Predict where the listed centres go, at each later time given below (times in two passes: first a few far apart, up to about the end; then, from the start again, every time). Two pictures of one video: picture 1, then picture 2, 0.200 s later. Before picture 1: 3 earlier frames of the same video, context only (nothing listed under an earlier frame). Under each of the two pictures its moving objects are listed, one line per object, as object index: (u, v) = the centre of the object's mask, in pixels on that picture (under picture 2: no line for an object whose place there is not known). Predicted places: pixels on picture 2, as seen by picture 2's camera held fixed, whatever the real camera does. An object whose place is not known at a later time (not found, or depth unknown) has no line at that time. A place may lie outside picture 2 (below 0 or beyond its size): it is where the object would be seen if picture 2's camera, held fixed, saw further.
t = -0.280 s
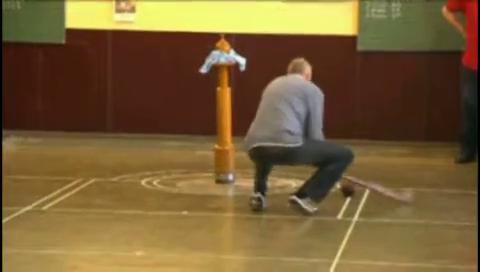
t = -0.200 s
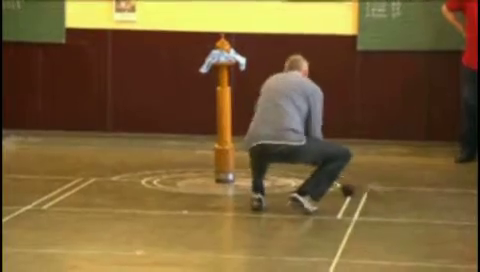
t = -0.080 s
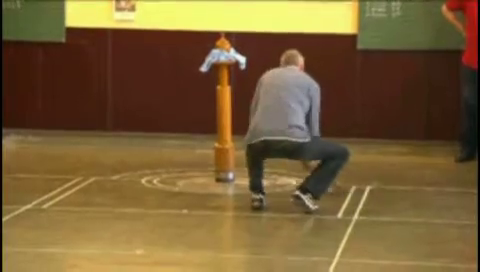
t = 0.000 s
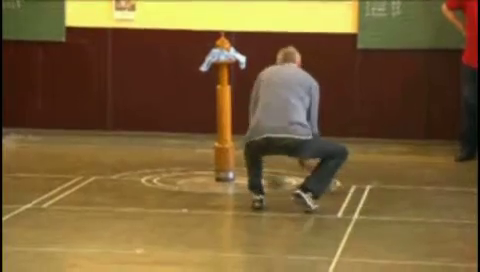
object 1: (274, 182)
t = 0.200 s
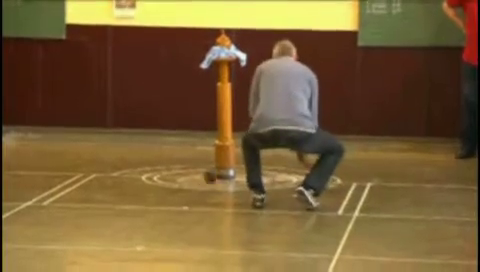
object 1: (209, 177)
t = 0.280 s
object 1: (193, 177)
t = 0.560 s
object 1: (135, 182)
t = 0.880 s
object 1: (66, 188)
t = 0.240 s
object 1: (202, 177)
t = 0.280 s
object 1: (193, 177)
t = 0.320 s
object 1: (186, 178)
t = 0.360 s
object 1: (177, 179)
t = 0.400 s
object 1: (169, 179)
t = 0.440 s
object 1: (162, 180)
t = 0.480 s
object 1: (152, 181)
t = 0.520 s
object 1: (144, 182)
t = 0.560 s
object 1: (135, 182)
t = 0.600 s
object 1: (127, 183)
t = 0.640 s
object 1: (119, 184)
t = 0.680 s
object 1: (109, 184)
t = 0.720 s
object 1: (101, 184)
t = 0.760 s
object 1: (93, 185)
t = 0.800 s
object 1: (83, 186)
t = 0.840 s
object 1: (75, 187)
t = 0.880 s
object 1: (66, 188)
